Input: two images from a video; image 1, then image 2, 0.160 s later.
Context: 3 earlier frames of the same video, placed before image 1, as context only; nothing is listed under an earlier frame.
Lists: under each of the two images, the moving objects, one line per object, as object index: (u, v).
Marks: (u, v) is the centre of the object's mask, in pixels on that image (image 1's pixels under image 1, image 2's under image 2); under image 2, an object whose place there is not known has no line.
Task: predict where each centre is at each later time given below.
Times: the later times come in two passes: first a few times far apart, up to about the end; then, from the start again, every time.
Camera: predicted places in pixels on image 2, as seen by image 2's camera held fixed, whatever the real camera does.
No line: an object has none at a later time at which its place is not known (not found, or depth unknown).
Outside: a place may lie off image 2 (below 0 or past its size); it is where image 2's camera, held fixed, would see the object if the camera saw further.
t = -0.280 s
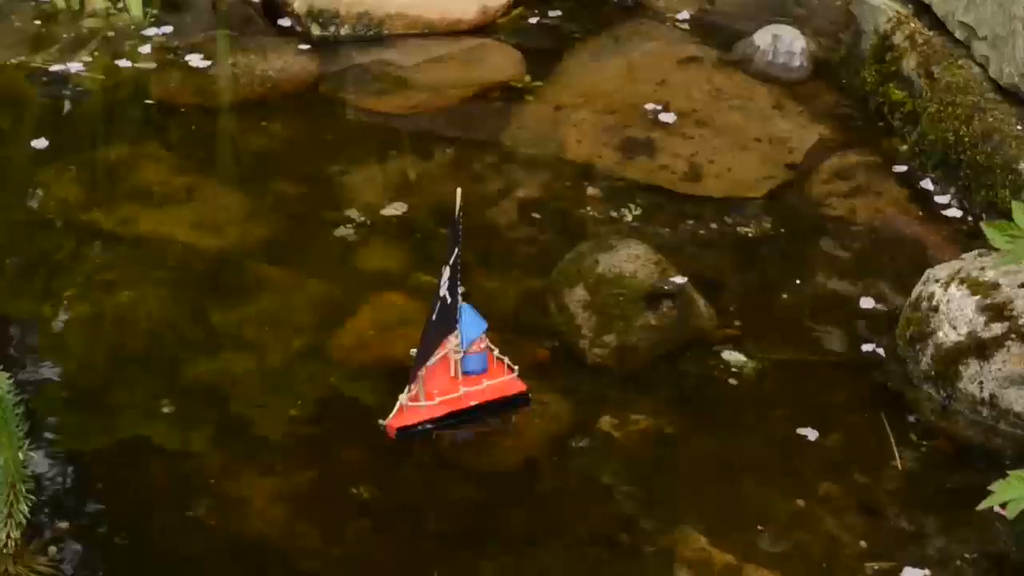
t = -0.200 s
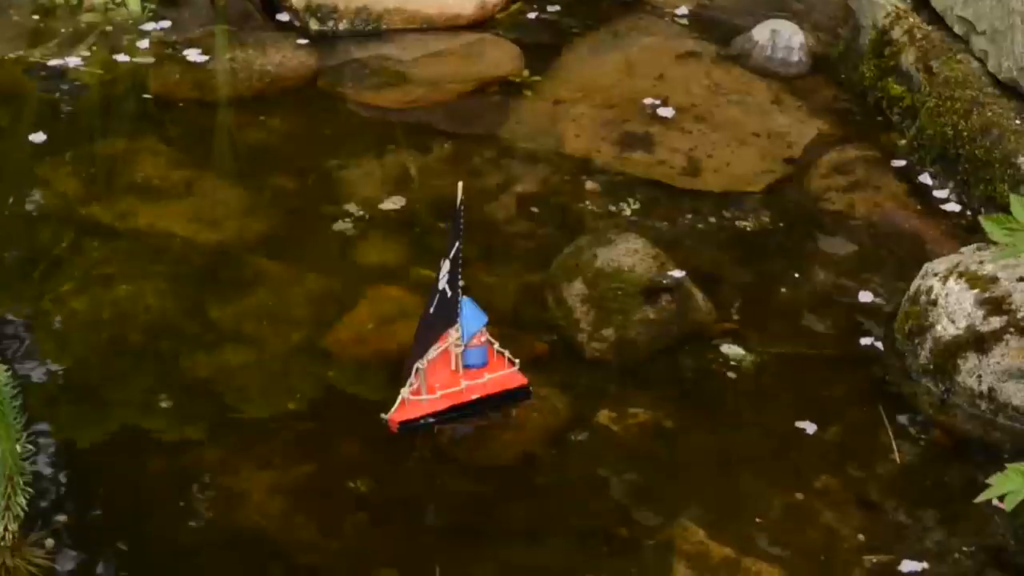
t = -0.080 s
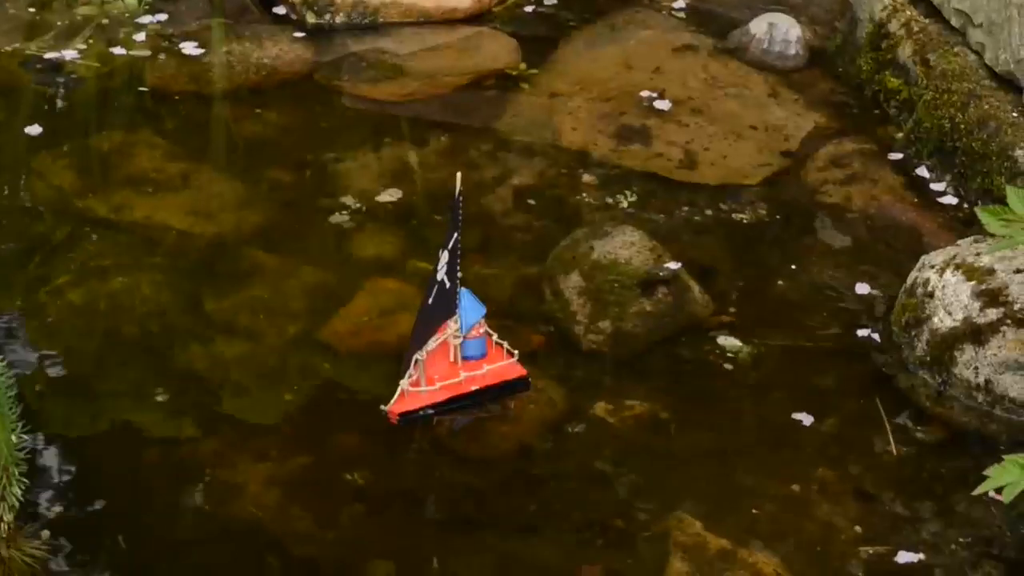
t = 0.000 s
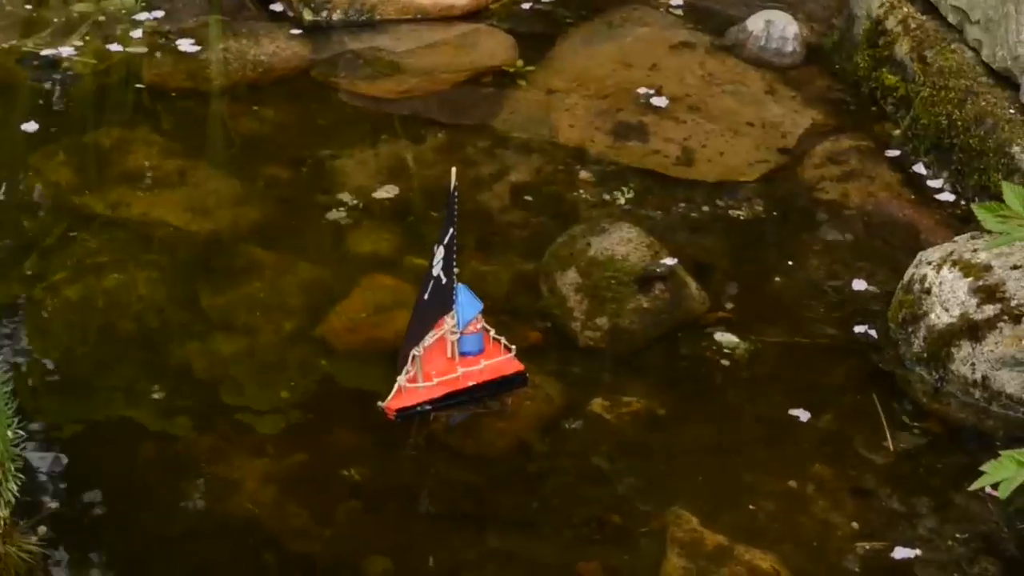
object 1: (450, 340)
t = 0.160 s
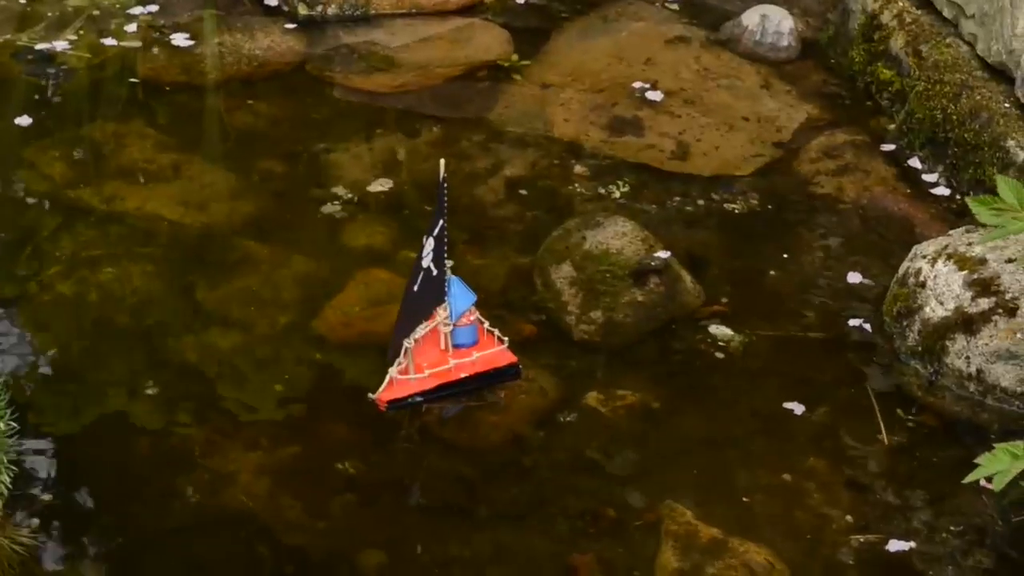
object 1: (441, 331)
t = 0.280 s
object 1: (437, 328)
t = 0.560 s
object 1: (428, 325)
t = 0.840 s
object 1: (417, 322)
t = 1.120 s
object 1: (406, 318)
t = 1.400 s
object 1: (396, 315)
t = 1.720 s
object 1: (384, 310)
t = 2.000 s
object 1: (373, 308)
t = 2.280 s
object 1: (360, 302)
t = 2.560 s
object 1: (348, 297)
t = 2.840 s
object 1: (336, 293)
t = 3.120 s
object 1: (326, 292)
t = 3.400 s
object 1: (314, 284)
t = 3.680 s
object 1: (306, 281)
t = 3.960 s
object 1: (297, 273)
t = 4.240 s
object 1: (288, 268)
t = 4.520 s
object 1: (280, 262)
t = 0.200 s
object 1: (440, 329)
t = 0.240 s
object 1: (439, 329)
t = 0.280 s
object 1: (437, 328)
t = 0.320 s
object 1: (436, 327)
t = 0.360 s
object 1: (434, 326)
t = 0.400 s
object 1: (433, 326)
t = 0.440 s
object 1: (431, 325)
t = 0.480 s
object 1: (430, 325)
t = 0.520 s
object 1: (429, 324)
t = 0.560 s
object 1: (428, 325)
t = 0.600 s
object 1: (427, 325)
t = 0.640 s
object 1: (426, 325)
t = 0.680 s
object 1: (424, 324)
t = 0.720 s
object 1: (422, 323)
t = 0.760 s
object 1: (420, 323)
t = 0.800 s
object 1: (418, 322)
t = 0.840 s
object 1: (417, 322)
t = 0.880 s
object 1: (415, 321)
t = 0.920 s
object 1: (413, 320)
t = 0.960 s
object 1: (412, 320)
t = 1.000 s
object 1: (411, 320)
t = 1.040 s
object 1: (409, 319)
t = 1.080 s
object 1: (408, 318)
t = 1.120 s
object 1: (406, 318)
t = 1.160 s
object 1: (405, 318)
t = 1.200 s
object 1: (403, 318)
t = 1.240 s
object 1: (402, 317)
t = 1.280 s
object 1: (400, 317)
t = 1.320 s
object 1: (399, 316)
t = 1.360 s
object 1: (397, 315)
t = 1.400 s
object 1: (396, 315)
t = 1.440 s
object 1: (394, 314)
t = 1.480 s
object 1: (393, 313)
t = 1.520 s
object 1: (391, 312)
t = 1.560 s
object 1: (390, 312)
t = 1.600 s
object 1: (388, 312)
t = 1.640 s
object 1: (387, 312)
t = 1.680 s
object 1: (385, 310)
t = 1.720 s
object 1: (384, 310)
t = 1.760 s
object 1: (382, 310)
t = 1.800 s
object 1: (381, 310)
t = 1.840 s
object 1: (379, 309)
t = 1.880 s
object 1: (377, 308)
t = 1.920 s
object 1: (376, 308)
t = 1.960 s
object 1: (373, 307)
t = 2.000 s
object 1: (373, 308)
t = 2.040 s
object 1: (371, 306)
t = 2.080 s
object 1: (370, 308)
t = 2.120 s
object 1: (367, 305)
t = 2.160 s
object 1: (365, 304)
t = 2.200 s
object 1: (364, 304)
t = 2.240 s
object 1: (362, 303)
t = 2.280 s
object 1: (360, 302)
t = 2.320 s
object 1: (359, 301)
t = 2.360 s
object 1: (356, 300)
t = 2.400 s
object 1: (354, 299)
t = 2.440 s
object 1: (353, 299)
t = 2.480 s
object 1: (351, 298)
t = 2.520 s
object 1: (349, 298)
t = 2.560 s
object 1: (348, 297)
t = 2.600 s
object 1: (346, 297)
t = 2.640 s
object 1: (345, 296)
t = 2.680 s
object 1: (343, 295)
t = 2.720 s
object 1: (341, 294)
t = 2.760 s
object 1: (339, 293)
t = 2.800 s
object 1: (338, 293)
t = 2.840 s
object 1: (336, 293)
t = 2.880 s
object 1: (335, 293)
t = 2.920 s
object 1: (333, 292)
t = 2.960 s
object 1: (333, 294)
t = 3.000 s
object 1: (331, 292)
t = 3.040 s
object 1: (329, 292)
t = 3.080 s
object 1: (328, 291)
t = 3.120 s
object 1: (326, 292)
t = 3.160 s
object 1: (325, 291)
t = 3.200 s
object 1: (323, 289)
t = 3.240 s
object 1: (322, 289)
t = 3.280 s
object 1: (319, 287)
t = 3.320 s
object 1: (317, 285)
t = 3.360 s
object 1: (315, 285)
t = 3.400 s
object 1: (314, 284)
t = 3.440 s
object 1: (314, 285)
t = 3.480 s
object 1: (313, 285)
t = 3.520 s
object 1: (311, 284)
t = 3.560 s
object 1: (310, 283)
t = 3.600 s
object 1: (309, 282)
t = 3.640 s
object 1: (307, 281)
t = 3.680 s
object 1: (306, 281)
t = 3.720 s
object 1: (305, 279)
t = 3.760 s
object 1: (303, 278)
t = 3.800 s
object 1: (302, 278)
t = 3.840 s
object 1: (301, 276)
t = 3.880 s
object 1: (299, 275)
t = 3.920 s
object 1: (297, 274)
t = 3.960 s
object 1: (297, 273)
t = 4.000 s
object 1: (295, 273)
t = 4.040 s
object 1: (294, 272)
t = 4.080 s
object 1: (293, 272)
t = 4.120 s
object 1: (291, 271)
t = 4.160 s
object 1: (291, 270)
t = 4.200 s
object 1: (289, 269)
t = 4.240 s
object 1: (288, 268)
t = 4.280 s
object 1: (286, 267)
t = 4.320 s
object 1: (285, 267)
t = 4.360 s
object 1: (284, 266)
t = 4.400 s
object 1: (283, 265)
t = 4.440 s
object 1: (282, 264)
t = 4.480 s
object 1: (281, 263)
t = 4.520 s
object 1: (280, 262)
